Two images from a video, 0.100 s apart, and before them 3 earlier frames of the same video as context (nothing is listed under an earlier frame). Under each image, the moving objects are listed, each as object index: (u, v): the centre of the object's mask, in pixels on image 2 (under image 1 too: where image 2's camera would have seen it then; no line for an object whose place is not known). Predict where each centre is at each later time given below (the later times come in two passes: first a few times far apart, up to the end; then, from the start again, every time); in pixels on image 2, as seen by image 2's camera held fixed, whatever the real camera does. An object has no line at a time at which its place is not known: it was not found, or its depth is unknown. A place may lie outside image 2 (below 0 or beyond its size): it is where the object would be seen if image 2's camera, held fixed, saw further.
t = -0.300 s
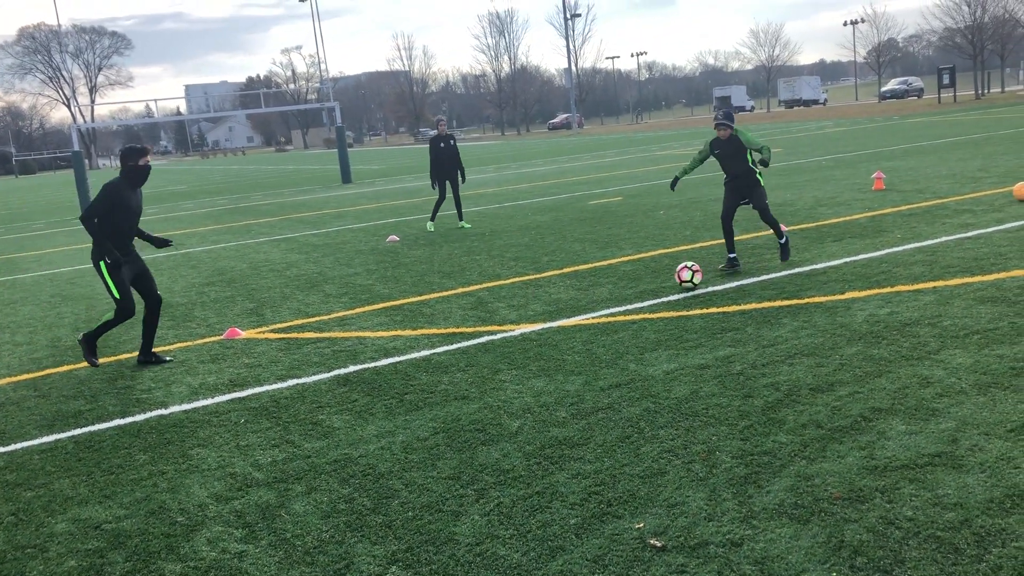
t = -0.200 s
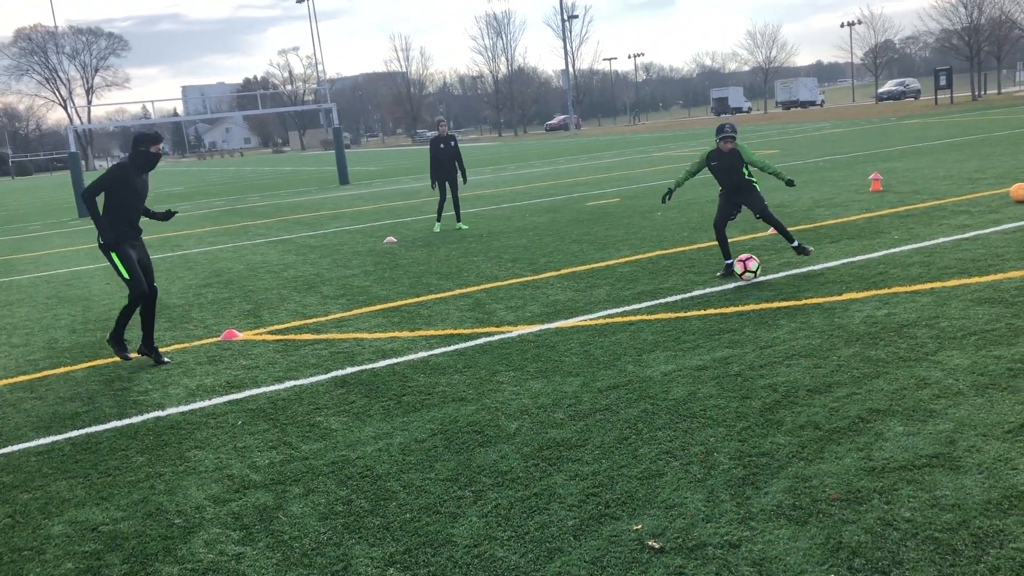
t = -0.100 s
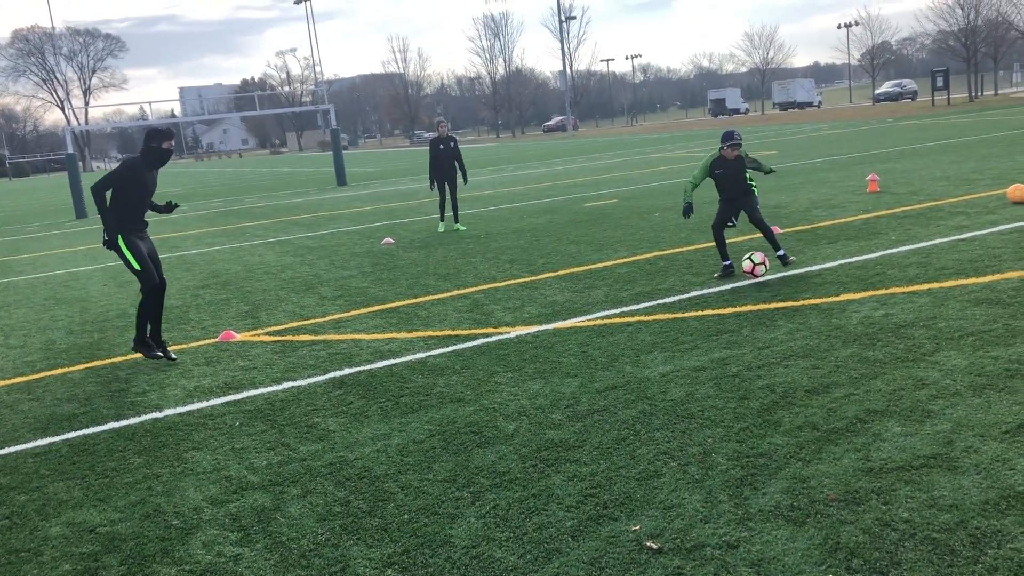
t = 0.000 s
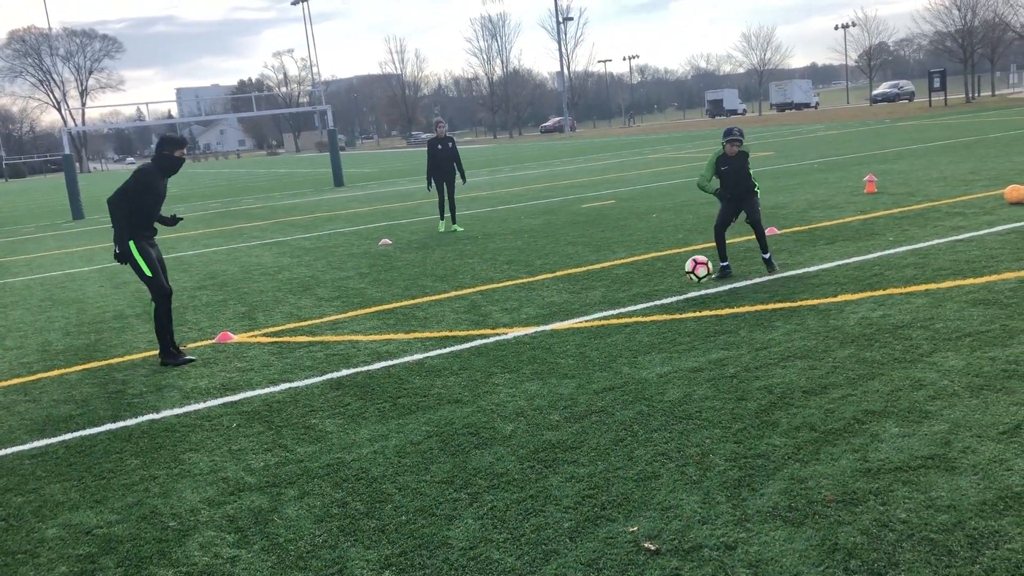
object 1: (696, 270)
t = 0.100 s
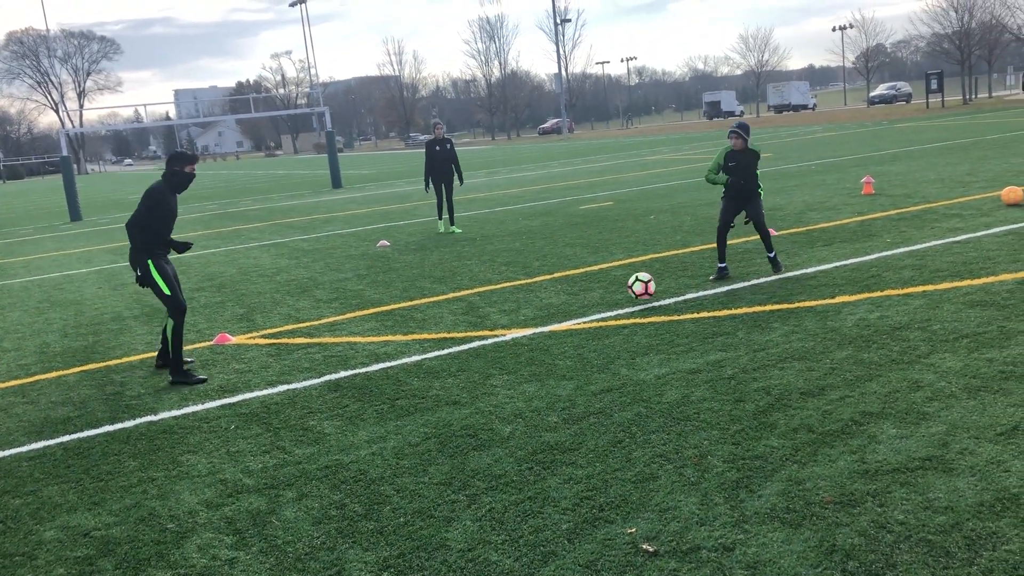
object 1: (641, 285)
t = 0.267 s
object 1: (561, 299)
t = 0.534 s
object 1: (441, 325)
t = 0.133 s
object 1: (623, 293)
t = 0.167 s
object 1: (608, 293)
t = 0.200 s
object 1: (592, 294)
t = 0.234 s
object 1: (577, 296)
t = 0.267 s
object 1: (561, 299)
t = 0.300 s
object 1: (545, 304)
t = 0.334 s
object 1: (530, 311)
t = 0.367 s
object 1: (515, 312)
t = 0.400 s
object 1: (501, 313)
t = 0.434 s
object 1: (486, 316)
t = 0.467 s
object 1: (471, 320)
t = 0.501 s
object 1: (456, 324)
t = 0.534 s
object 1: (441, 325)
